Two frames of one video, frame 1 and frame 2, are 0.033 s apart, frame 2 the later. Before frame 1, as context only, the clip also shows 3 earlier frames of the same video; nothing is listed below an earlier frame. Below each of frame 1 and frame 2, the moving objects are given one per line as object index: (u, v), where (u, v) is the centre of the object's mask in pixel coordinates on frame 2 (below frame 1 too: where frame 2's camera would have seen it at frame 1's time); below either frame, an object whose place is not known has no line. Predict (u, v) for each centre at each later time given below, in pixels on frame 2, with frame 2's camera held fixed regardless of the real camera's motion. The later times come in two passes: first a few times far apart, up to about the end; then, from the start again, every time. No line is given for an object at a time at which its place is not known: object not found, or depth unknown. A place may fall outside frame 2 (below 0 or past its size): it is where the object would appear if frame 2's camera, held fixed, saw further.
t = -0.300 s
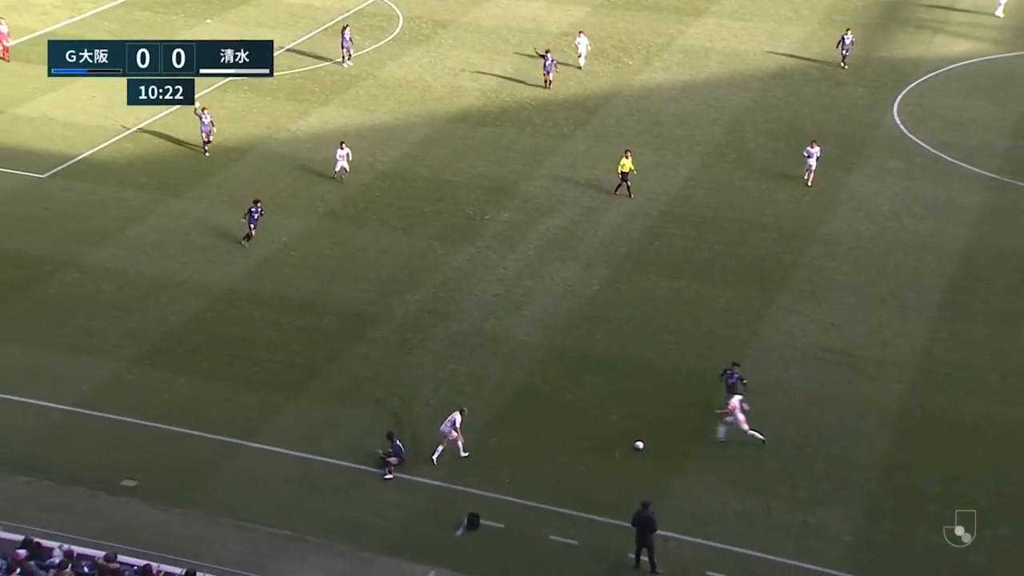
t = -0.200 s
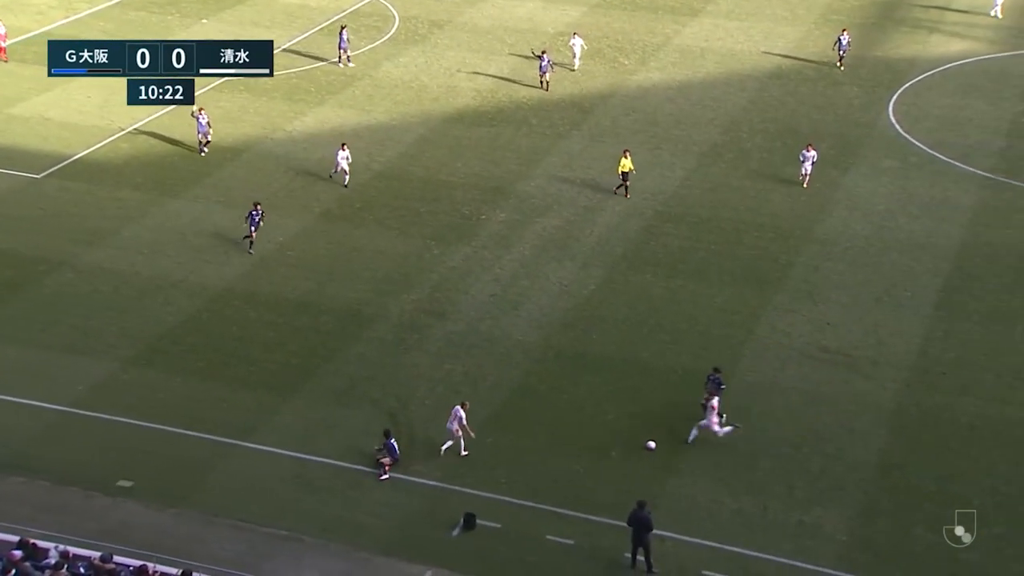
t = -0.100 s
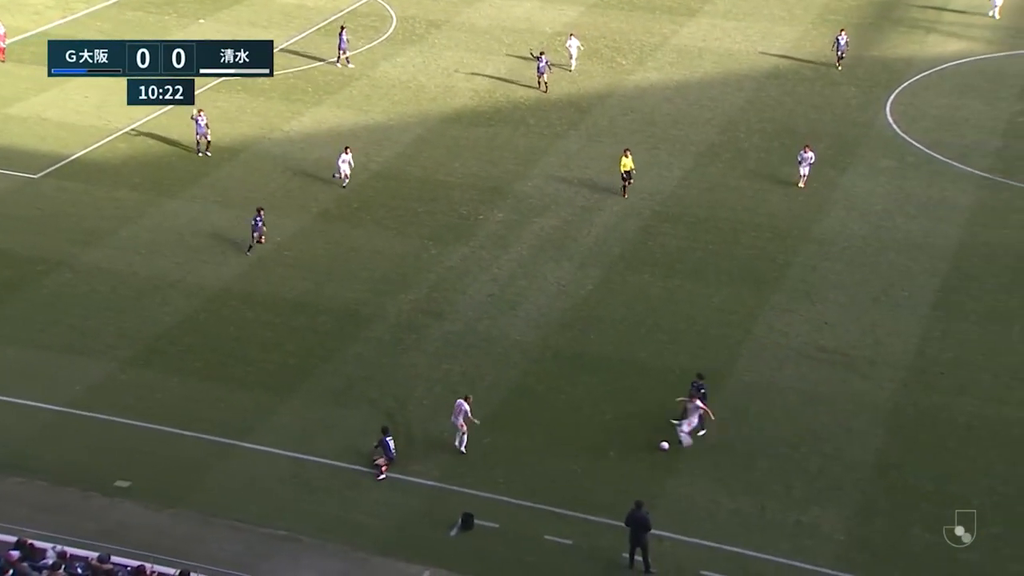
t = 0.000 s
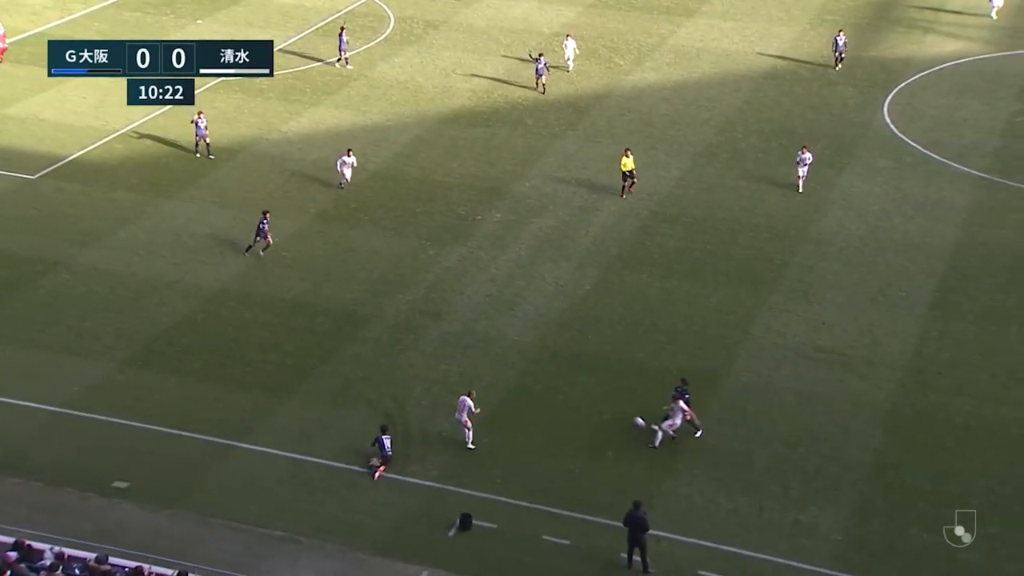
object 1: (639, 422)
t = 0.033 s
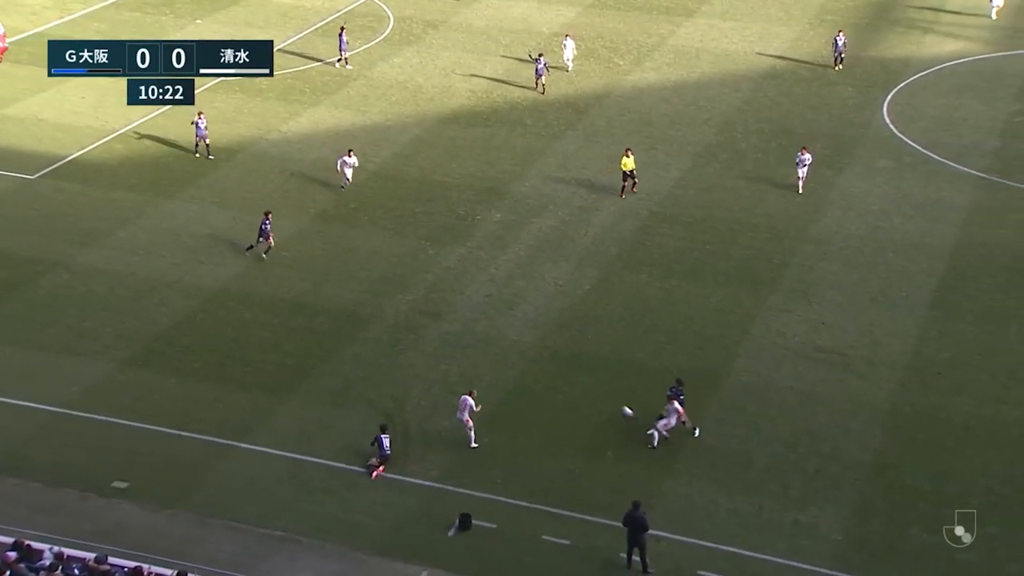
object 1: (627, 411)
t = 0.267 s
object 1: (564, 352)
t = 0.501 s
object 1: (525, 307)
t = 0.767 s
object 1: (497, 268)
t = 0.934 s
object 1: (485, 248)
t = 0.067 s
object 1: (617, 402)
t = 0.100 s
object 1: (606, 393)
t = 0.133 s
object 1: (596, 384)
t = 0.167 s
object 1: (588, 376)
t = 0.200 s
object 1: (579, 368)
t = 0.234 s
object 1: (572, 360)
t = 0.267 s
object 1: (564, 352)
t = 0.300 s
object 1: (558, 345)
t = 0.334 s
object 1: (551, 338)
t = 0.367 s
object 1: (545, 331)
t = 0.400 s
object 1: (540, 325)
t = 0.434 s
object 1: (535, 319)
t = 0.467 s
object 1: (529, 313)
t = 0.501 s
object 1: (525, 307)
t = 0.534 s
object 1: (521, 301)
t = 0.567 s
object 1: (517, 296)
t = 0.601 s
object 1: (513, 291)
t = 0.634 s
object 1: (509, 286)
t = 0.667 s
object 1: (506, 281)
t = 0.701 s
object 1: (503, 277)
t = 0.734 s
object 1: (500, 272)
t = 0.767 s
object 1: (497, 268)
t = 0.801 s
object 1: (494, 264)
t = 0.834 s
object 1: (492, 259)
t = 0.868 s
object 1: (489, 255)
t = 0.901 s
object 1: (487, 251)
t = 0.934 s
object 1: (485, 248)
